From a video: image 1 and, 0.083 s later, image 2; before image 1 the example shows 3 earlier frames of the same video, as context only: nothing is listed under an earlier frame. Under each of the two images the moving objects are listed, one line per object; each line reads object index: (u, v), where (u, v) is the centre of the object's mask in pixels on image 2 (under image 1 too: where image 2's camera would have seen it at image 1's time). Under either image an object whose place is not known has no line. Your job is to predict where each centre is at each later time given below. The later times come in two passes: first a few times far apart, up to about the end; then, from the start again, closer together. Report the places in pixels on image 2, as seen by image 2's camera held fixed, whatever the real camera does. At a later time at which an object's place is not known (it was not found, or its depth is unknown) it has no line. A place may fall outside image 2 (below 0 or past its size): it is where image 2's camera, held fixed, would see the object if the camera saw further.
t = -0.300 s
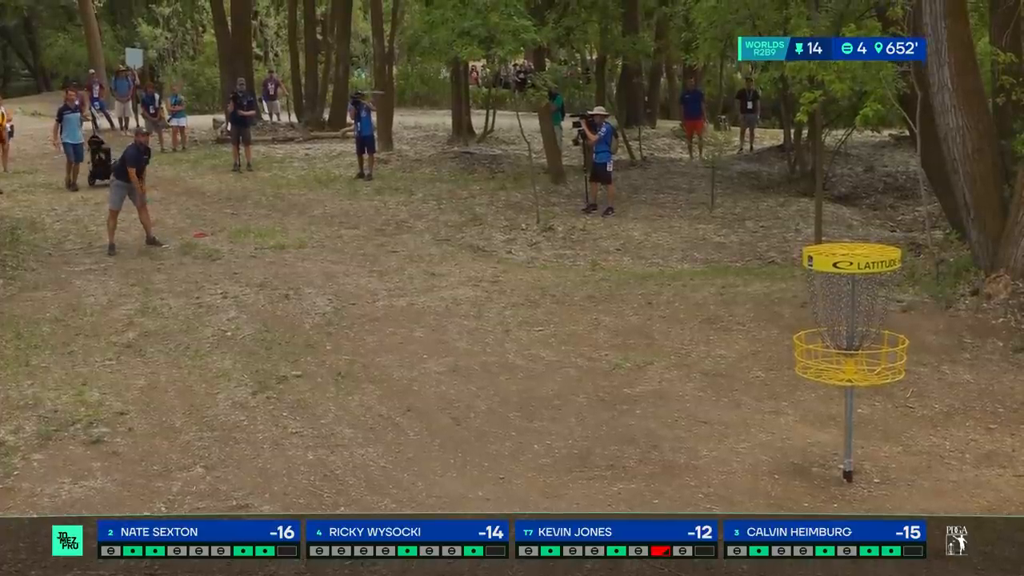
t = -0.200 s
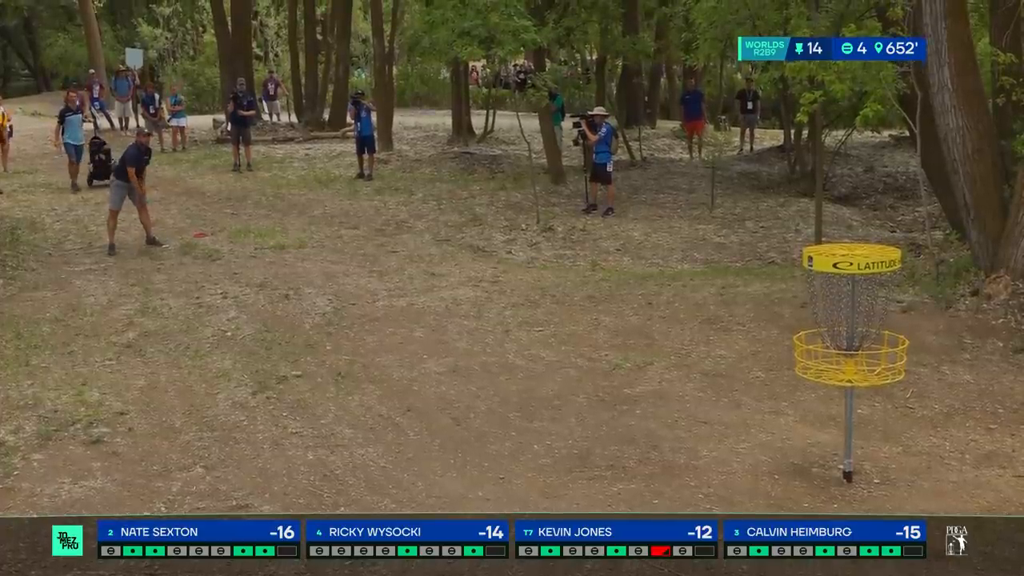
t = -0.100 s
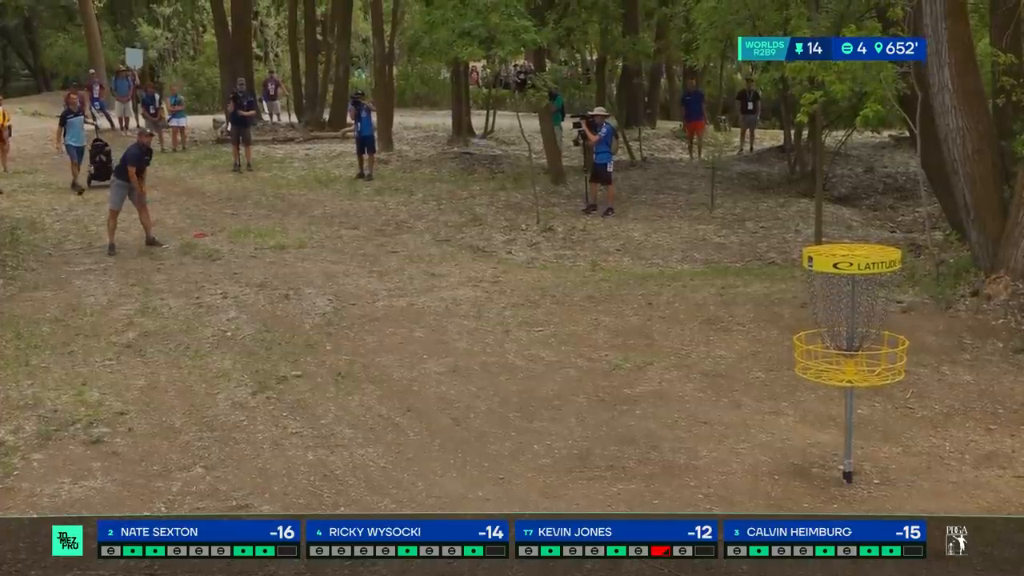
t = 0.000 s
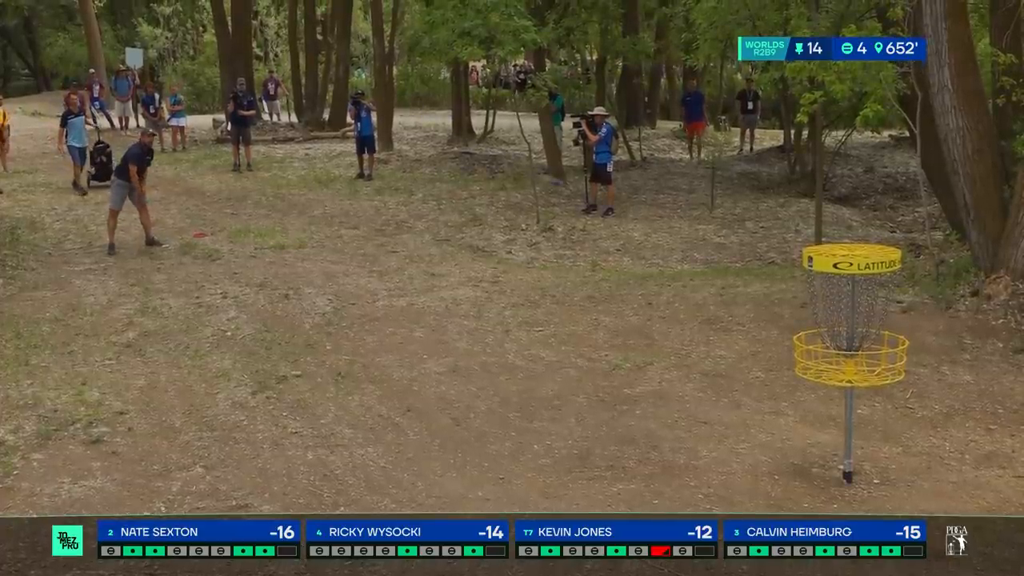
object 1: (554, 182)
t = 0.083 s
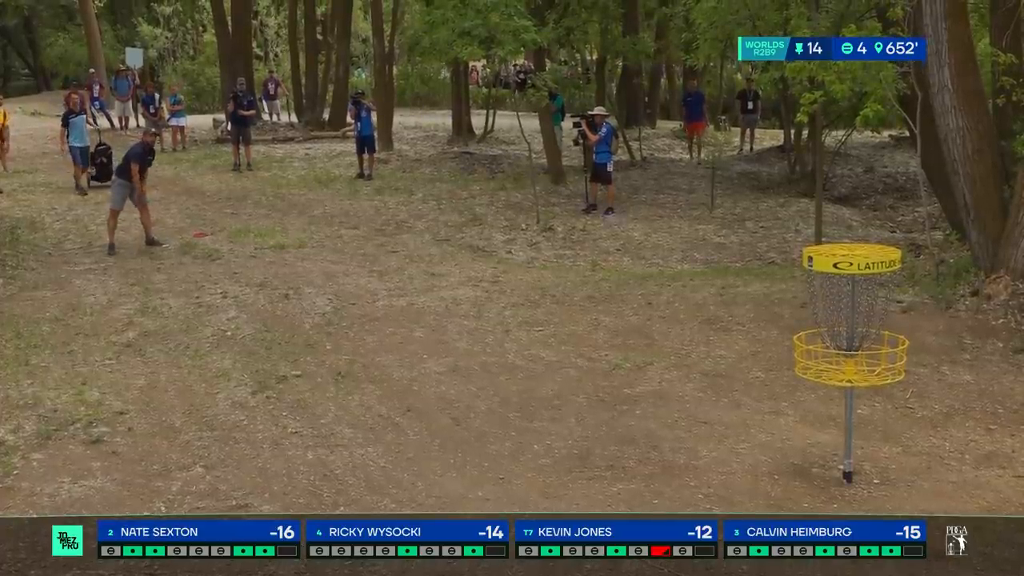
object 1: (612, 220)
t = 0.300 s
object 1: (824, 340)
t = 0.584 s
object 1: (904, 321)
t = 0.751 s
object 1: (949, 370)
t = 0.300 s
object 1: (824, 340)
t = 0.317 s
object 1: (830, 338)
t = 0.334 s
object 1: (834, 335)
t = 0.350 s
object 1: (838, 331)
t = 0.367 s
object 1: (844, 324)
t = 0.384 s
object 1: (849, 324)
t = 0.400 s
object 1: (853, 323)
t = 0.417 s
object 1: (858, 319)
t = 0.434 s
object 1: (862, 319)
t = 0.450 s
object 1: (865, 319)
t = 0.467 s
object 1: (871, 318)
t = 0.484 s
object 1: (877, 319)
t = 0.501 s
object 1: (881, 317)
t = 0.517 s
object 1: (886, 317)
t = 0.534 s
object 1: (890, 317)
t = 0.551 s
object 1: (895, 318)
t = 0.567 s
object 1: (899, 317)
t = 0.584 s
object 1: (904, 321)
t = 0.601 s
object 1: (908, 326)
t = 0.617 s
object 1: (913, 329)
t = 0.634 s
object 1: (917, 332)
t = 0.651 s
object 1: (922, 337)
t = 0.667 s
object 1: (925, 343)
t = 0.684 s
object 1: (933, 347)
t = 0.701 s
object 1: (935, 354)
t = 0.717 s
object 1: (940, 359)
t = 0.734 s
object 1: (946, 364)
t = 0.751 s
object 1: (949, 370)
